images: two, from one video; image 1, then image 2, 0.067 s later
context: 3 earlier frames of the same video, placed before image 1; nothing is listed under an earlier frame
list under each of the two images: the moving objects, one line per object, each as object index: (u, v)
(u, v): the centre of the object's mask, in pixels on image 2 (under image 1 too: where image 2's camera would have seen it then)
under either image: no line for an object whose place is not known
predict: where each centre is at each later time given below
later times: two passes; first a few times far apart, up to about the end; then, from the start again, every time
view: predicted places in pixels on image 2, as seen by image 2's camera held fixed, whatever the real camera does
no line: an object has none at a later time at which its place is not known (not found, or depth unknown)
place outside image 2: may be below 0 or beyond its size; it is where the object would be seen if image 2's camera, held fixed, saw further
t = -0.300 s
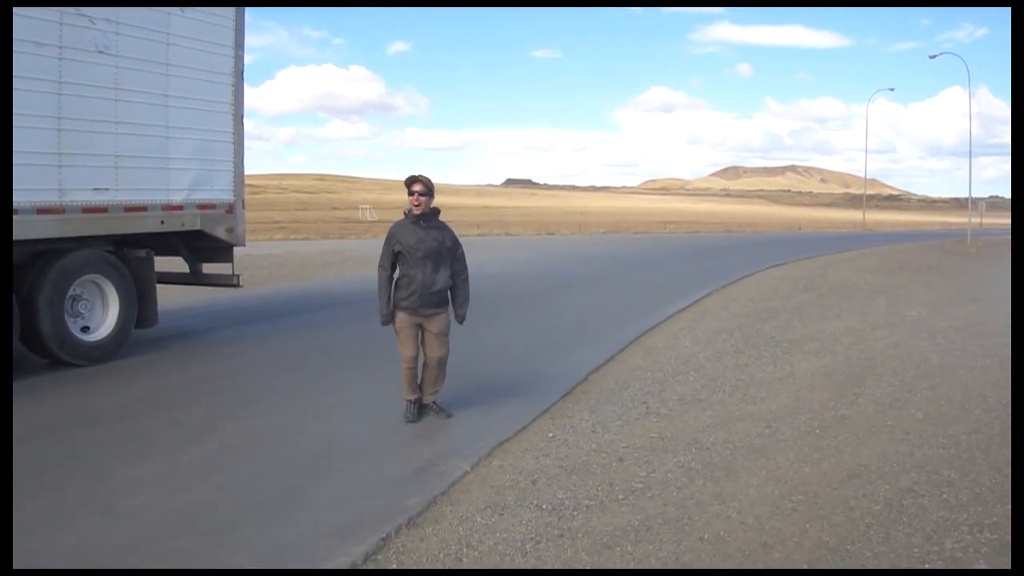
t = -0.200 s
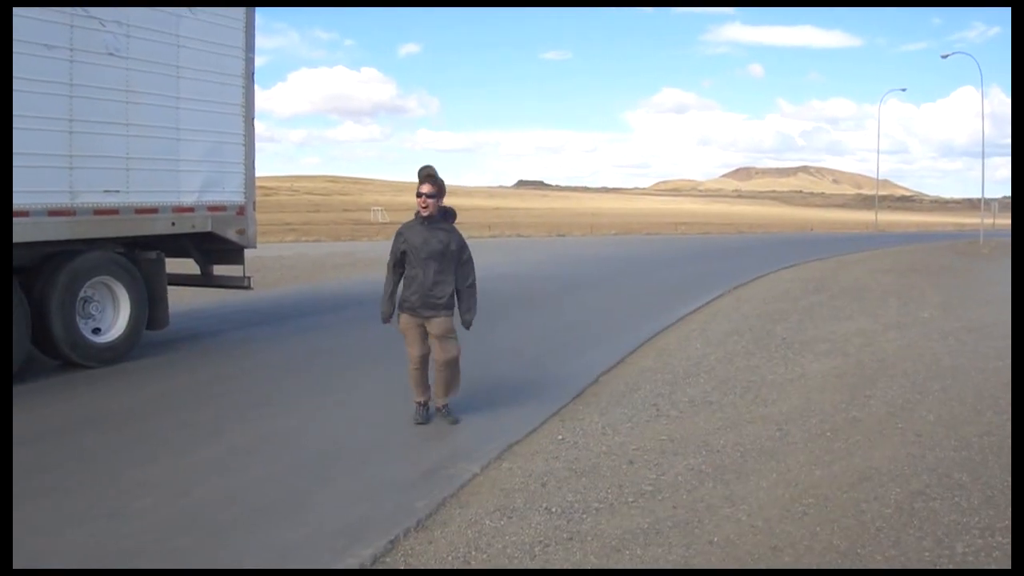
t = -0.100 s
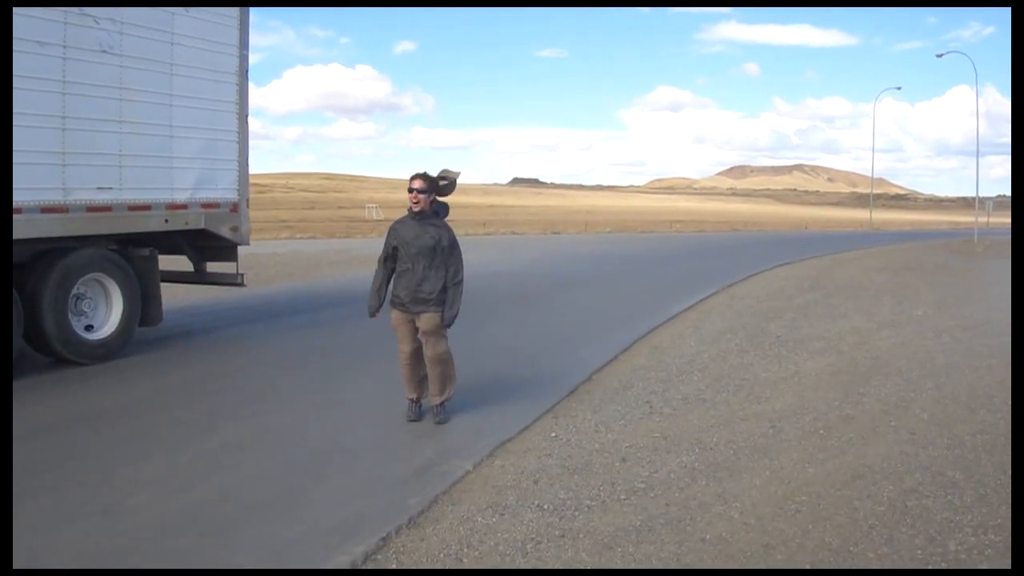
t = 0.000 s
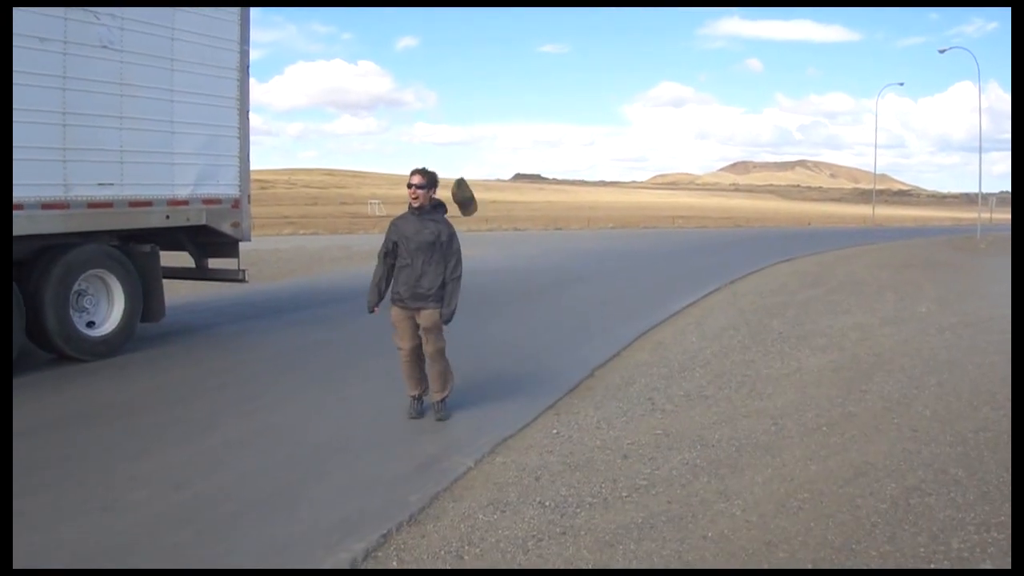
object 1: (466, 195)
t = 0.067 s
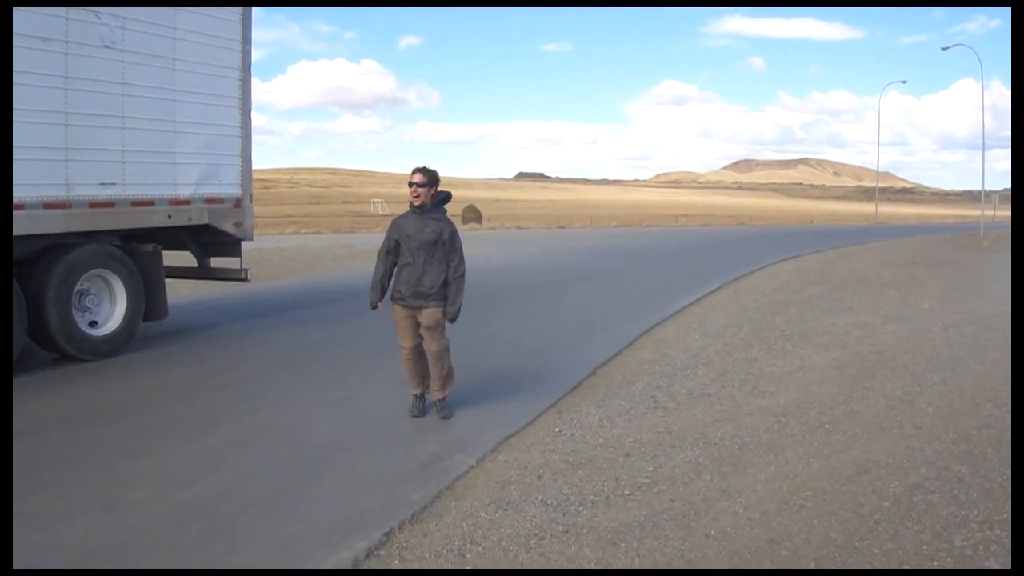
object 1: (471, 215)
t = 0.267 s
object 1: (486, 271)
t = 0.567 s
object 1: (539, 319)
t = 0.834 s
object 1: (578, 309)
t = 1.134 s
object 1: (609, 301)
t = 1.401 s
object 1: (617, 294)
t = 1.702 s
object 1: (621, 289)
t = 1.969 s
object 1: (626, 286)
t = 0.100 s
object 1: (474, 226)
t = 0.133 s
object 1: (476, 235)
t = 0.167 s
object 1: (479, 243)
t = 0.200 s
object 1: (482, 252)
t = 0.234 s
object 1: (485, 262)
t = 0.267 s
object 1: (486, 271)
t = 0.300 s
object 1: (489, 281)
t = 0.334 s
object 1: (495, 291)
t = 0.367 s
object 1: (502, 300)
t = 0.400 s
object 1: (509, 310)
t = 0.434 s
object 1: (516, 320)
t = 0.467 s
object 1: (524, 328)
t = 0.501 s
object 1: (529, 325)
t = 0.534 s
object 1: (534, 322)
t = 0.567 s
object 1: (539, 319)
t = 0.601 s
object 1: (546, 315)
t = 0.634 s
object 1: (552, 311)
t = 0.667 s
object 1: (557, 310)
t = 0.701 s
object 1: (562, 310)
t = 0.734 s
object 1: (567, 311)
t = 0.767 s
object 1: (571, 311)
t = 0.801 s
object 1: (575, 310)
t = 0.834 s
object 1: (578, 309)
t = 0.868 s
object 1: (581, 307)
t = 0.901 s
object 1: (586, 305)
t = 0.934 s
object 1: (590, 302)
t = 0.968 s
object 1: (593, 302)
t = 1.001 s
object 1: (597, 302)
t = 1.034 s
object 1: (600, 302)
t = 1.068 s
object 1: (602, 302)
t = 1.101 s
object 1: (606, 302)
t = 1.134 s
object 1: (609, 301)
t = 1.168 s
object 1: (610, 300)
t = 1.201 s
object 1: (612, 298)
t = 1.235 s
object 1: (613, 297)
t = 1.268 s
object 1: (614, 296)
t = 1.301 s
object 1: (614, 296)
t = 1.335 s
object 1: (615, 295)
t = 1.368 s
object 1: (616, 295)
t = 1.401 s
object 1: (617, 294)
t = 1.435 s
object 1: (617, 294)
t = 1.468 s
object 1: (618, 293)
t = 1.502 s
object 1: (619, 293)
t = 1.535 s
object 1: (620, 292)
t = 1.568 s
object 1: (621, 292)
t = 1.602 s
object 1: (621, 291)
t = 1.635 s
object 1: (621, 290)
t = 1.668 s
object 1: (622, 290)
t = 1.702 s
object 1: (621, 289)
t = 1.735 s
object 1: (623, 289)
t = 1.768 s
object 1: (624, 288)
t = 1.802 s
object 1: (624, 288)
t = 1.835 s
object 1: (623, 288)
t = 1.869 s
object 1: (624, 287)
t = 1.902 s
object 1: (624, 287)
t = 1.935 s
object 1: (625, 286)
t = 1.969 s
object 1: (626, 286)
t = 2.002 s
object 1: (626, 286)
